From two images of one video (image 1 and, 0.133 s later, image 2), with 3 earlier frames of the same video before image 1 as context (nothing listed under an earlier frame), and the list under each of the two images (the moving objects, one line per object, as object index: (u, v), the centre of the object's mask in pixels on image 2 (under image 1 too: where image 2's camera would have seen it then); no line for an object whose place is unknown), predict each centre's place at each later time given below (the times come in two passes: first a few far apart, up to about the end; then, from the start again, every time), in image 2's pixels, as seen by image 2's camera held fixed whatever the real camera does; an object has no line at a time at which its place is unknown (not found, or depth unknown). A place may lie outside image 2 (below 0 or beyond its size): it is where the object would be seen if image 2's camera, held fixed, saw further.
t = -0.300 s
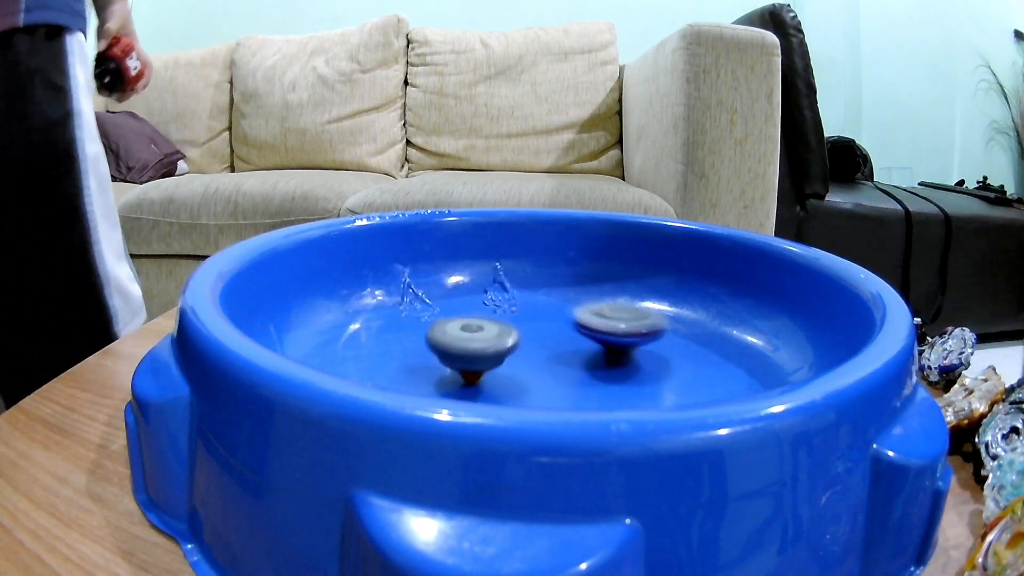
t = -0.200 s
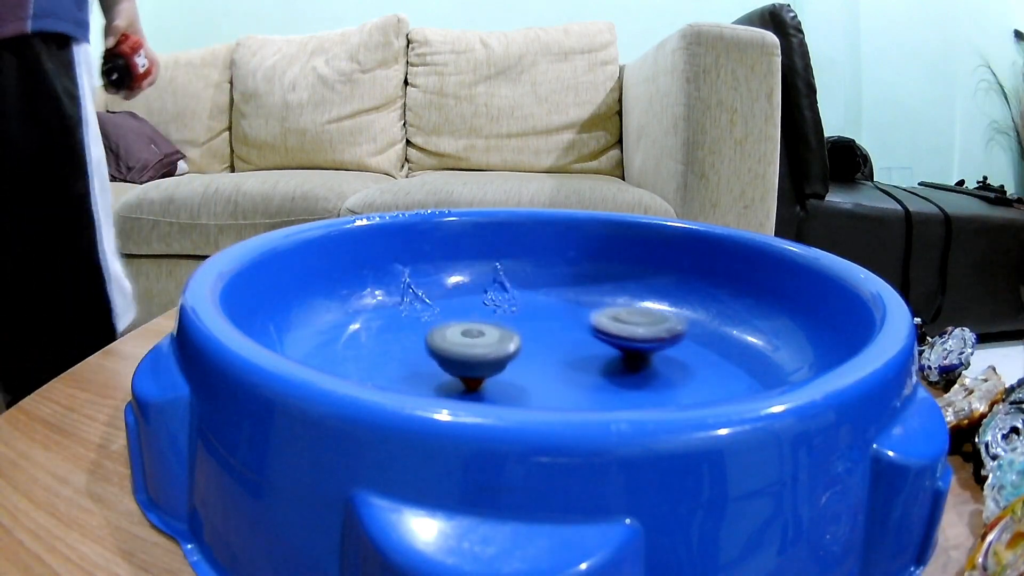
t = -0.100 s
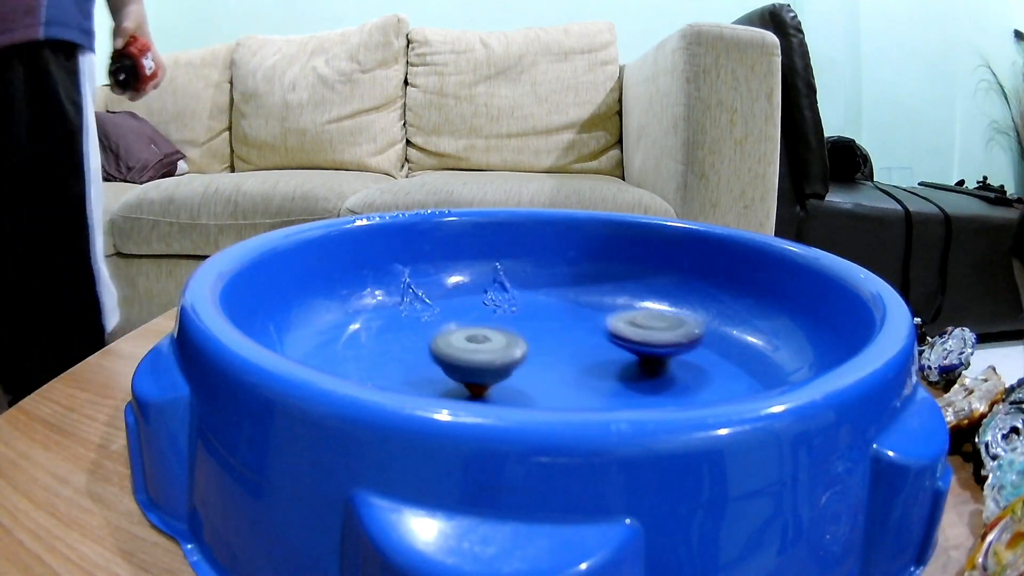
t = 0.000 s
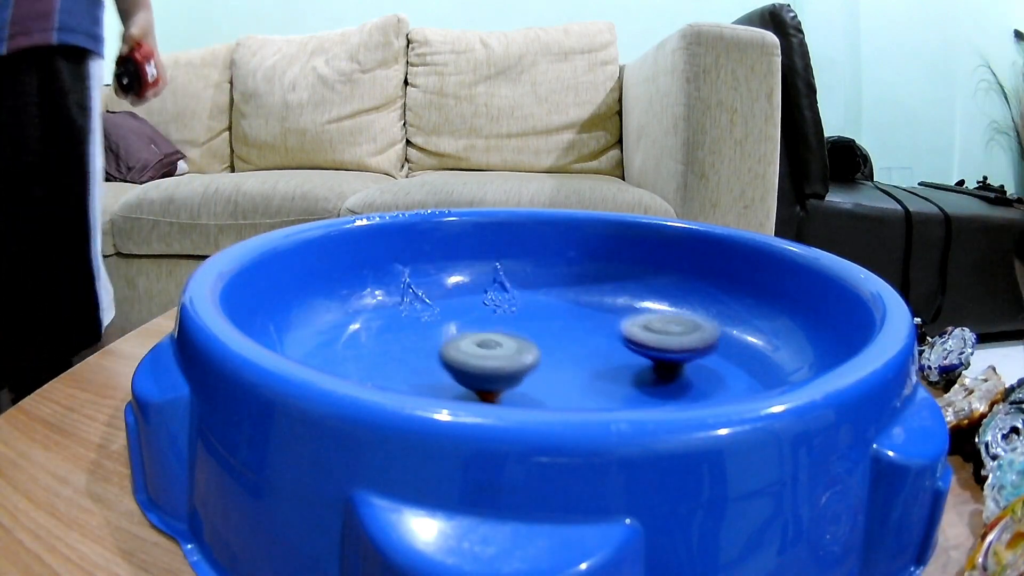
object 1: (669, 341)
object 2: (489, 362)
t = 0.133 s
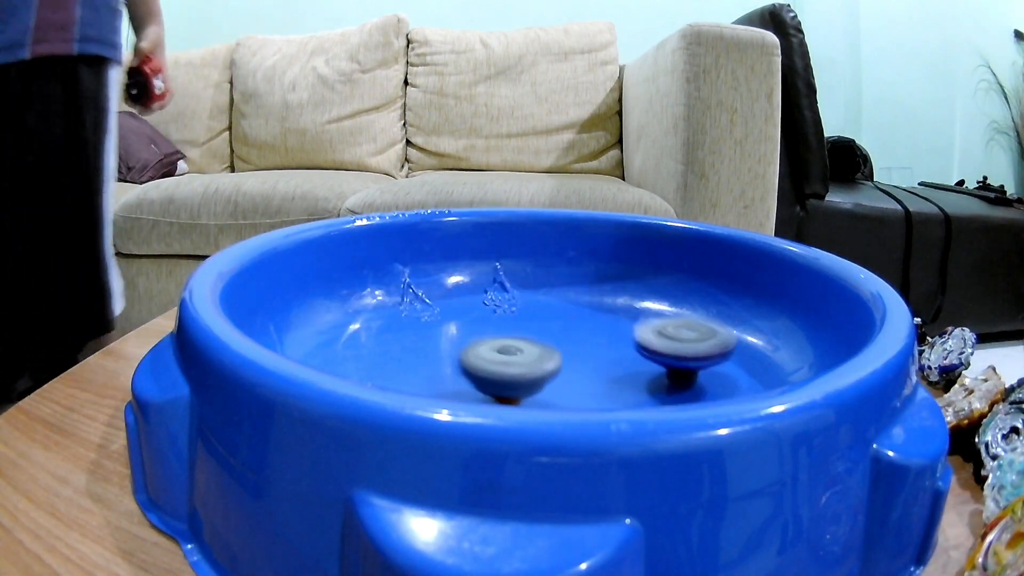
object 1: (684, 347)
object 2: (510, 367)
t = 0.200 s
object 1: (687, 350)
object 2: (522, 369)
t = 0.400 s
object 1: (678, 360)
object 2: (561, 371)
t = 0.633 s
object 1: (684, 366)
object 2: (526, 370)
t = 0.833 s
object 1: (655, 367)
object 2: (498, 362)
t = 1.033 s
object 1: (608, 367)
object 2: (483, 348)
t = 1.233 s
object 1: (555, 367)
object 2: (482, 334)
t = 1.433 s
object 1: (504, 369)
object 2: (501, 318)
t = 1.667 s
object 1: (459, 370)
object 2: (526, 319)
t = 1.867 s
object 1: (435, 370)
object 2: (546, 316)
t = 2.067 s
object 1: (436, 366)
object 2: (566, 317)
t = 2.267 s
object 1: (460, 360)
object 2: (582, 322)
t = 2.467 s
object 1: (480, 348)
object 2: (588, 331)
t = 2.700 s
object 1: (473, 331)
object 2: (611, 342)
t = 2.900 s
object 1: (445, 325)
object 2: (643, 353)
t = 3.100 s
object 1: (422, 324)
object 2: (659, 364)
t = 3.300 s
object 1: (414, 328)
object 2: (651, 374)
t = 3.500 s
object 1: (427, 335)
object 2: (615, 379)
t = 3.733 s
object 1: (464, 341)
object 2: (555, 378)
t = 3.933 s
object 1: (491, 329)
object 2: (522, 378)
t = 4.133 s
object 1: (493, 318)
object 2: (501, 375)
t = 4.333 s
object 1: (478, 307)
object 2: (492, 371)
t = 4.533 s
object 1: (466, 305)
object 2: (497, 363)
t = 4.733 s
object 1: (458, 310)
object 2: (512, 352)
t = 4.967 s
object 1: (453, 317)
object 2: (564, 349)
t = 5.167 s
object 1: (445, 321)
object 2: (623, 358)
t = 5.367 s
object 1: (453, 328)
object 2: (666, 370)
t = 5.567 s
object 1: (480, 334)
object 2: (684, 379)
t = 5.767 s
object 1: (513, 334)
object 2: (670, 388)
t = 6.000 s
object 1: (536, 324)
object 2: (615, 391)
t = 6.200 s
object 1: (535, 315)
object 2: (562, 384)
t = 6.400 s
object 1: (526, 308)
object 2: (528, 370)
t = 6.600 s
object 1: (515, 304)
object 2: (519, 347)
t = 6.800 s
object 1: (497, 303)
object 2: (538, 341)
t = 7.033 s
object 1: (489, 303)
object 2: (562, 362)
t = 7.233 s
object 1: (487, 306)
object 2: (570, 377)
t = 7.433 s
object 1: (495, 314)
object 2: (559, 384)
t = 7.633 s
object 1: (519, 322)
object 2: (536, 386)
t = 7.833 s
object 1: (549, 322)
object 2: (519, 382)
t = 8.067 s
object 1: (572, 314)
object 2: (519, 375)
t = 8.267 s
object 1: (579, 309)
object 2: (541, 364)
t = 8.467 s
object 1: (577, 307)
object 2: (571, 352)
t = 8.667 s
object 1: (568, 308)
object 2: (592, 360)
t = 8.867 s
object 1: (563, 315)
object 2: (600, 370)
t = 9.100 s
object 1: (566, 324)
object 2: (580, 377)
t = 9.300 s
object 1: (587, 332)
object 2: (552, 377)
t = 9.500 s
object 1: (613, 340)
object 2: (529, 369)
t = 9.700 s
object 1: (629, 338)
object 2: (523, 357)
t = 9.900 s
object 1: (628, 337)
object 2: (529, 345)
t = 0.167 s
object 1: (686, 349)
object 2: (516, 368)
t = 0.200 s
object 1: (687, 350)
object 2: (522, 369)
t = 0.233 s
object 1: (687, 353)
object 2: (528, 370)
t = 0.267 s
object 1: (688, 355)
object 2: (535, 371)
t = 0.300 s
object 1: (686, 356)
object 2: (541, 371)
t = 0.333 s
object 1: (685, 358)
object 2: (548, 371)
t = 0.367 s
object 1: (682, 359)
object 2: (554, 371)
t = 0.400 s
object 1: (678, 360)
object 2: (561, 371)
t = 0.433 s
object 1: (675, 362)
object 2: (566, 371)
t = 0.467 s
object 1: (678, 362)
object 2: (560, 372)
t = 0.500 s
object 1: (681, 363)
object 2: (551, 372)
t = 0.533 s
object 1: (683, 364)
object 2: (544, 371)
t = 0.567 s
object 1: (684, 364)
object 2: (538, 371)
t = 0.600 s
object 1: (685, 365)
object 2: (532, 371)
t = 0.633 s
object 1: (684, 366)
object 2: (526, 370)
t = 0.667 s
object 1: (682, 366)
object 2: (521, 370)
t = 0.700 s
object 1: (678, 367)
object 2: (515, 369)
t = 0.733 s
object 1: (673, 367)
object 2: (510, 367)
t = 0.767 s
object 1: (666, 367)
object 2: (506, 366)
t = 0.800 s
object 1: (660, 367)
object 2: (502, 364)
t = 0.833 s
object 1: (655, 367)
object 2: (498, 362)
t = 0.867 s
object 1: (647, 367)
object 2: (494, 359)
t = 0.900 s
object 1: (639, 367)
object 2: (491, 357)
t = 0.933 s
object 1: (633, 367)
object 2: (489, 355)
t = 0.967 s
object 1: (624, 366)
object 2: (486, 352)
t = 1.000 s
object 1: (615, 367)
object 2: (484, 350)
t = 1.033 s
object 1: (608, 367)
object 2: (483, 348)
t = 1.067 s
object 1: (599, 367)
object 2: (482, 346)
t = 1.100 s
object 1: (591, 367)
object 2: (482, 344)
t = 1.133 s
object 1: (581, 367)
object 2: (482, 342)
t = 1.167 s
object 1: (573, 367)
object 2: (482, 340)
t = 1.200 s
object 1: (564, 367)
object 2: (481, 337)
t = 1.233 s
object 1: (555, 367)
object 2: (482, 334)
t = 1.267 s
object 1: (545, 367)
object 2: (482, 330)
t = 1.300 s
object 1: (537, 368)
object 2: (484, 326)
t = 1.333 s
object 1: (529, 367)
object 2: (488, 322)
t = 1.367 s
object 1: (520, 368)
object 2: (492, 320)
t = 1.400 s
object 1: (512, 369)
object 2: (496, 319)
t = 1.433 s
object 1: (504, 369)
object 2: (501, 318)
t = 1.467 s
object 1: (497, 369)
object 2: (505, 318)
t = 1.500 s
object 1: (490, 369)
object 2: (509, 318)
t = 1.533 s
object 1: (482, 369)
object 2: (513, 318)
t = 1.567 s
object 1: (476, 369)
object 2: (517, 319)
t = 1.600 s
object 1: (470, 369)
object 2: (520, 319)
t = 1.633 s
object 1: (463, 370)
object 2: (523, 319)
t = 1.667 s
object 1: (459, 370)
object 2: (526, 319)
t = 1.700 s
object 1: (454, 370)
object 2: (529, 318)
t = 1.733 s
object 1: (450, 370)
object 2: (533, 317)
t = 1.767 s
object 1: (445, 370)
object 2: (536, 317)
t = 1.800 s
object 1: (442, 371)
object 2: (539, 316)
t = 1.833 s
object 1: (438, 371)
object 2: (543, 316)
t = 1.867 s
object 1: (435, 370)
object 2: (546, 316)
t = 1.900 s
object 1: (432, 370)
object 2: (549, 316)
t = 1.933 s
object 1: (431, 369)
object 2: (552, 316)
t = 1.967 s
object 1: (431, 369)
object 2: (555, 316)
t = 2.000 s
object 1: (431, 368)
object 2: (559, 316)
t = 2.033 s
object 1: (434, 367)
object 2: (563, 316)
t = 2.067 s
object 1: (436, 366)
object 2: (566, 317)
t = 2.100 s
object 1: (439, 366)
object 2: (569, 317)
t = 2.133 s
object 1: (444, 364)
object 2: (572, 318)
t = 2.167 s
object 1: (447, 364)
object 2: (575, 319)
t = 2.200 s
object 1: (451, 362)
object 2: (577, 320)
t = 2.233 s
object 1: (456, 361)
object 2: (580, 321)
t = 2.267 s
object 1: (460, 360)
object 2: (582, 322)
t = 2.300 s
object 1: (463, 358)
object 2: (584, 324)
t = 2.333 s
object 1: (467, 357)
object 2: (585, 325)
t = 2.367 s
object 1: (471, 355)
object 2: (586, 326)
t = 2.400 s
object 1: (474, 353)
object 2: (588, 328)
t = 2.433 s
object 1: (477, 350)
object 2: (588, 330)
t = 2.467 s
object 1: (480, 348)
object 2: (588, 331)
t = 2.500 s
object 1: (483, 346)
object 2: (589, 333)
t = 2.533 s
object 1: (486, 343)
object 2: (588, 335)
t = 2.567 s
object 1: (488, 341)
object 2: (588, 337)
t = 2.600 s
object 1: (488, 338)
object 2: (588, 338)
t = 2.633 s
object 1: (482, 335)
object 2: (597, 339)
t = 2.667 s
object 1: (477, 334)
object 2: (604, 341)
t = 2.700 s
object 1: (473, 331)
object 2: (611, 342)
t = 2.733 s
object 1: (469, 330)
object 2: (617, 344)
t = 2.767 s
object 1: (464, 328)
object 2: (623, 345)
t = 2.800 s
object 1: (460, 327)
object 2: (628, 347)
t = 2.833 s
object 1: (455, 326)
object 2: (633, 349)
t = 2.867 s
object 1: (450, 325)
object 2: (638, 351)
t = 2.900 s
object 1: (445, 325)
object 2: (643, 353)
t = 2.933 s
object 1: (441, 324)
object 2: (647, 354)
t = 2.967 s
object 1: (436, 324)
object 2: (650, 357)
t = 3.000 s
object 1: (432, 323)
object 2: (654, 358)
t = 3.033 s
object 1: (428, 323)
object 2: (656, 361)
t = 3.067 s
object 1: (425, 324)
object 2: (657, 363)
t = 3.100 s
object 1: (422, 324)
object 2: (659, 364)
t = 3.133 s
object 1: (419, 324)
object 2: (659, 366)
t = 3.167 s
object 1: (417, 325)
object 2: (659, 368)
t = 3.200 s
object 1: (416, 325)
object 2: (658, 369)
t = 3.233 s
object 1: (415, 326)
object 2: (656, 371)
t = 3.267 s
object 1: (414, 327)
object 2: (654, 372)
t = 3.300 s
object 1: (414, 328)
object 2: (651, 374)
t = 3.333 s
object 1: (414, 329)
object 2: (646, 375)
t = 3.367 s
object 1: (415, 330)
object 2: (641, 376)
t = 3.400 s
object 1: (418, 331)
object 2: (636, 377)
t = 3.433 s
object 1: (420, 333)
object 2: (629, 378)
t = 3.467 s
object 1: (424, 334)
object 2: (622, 378)
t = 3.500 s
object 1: (427, 335)
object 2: (615, 379)
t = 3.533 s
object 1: (432, 336)
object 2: (607, 379)
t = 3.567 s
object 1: (437, 337)
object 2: (598, 379)
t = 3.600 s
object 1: (441, 338)
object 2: (590, 379)
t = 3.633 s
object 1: (447, 340)
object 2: (581, 379)
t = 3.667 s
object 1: (453, 340)
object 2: (572, 379)
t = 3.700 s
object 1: (459, 341)
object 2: (564, 379)
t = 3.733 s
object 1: (464, 341)
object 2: (555, 378)
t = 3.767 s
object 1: (470, 342)
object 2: (546, 377)
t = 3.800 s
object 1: (475, 339)
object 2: (538, 376)
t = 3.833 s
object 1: (480, 337)
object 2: (533, 376)
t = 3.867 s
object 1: (483, 334)
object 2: (530, 377)
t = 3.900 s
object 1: (486, 331)
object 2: (526, 378)
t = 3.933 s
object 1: (491, 329)
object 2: (522, 378)
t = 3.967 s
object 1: (493, 327)
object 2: (518, 378)
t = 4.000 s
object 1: (493, 325)
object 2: (514, 378)
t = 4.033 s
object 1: (494, 324)
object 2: (511, 378)
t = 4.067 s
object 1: (495, 321)
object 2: (507, 377)
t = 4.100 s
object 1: (494, 319)
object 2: (504, 376)
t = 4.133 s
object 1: (493, 318)
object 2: (501, 375)
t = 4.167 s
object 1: (491, 316)
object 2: (499, 375)
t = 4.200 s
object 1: (489, 314)
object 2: (497, 374)
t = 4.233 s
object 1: (486, 312)
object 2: (495, 374)
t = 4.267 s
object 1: (484, 310)
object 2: (494, 373)
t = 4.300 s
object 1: (481, 309)
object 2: (492, 372)
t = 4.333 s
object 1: (478, 307)
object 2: (492, 371)
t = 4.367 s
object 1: (475, 306)
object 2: (492, 370)
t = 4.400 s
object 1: (473, 305)
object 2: (493, 369)
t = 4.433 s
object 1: (471, 305)
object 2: (493, 367)
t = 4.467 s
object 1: (468, 304)
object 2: (494, 366)
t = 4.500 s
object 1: (467, 305)
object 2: (495, 364)
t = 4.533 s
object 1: (466, 305)
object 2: (497, 363)
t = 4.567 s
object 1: (465, 305)
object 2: (499, 362)
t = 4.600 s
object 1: (463, 305)
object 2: (501, 360)
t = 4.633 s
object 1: (461, 306)
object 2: (504, 358)
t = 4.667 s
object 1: (460, 307)
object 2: (506, 356)
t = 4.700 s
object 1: (459, 308)
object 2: (509, 354)
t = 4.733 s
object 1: (458, 310)
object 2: (512, 352)
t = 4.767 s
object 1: (458, 311)
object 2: (514, 350)
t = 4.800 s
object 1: (457, 313)
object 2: (518, 348)
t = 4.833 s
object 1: (458, 315)
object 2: (522, 347)
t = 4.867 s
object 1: (459, 316)
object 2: (528, 345)
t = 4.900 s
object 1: (457, 317)
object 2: (542, 347)
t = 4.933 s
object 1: (456, 316)
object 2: (554, 348)
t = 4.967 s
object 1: (453, 317)
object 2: (564, 349)
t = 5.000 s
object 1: (450, 317)
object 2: (575, 350)
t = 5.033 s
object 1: (448, 318)
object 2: (585, 352)
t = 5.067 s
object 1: (447, 318)
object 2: (595, 353)
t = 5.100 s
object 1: (445, 319)
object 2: (605, 355)
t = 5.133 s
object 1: (445, 320)
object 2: (614, 356)
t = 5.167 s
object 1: (445, 321)
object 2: (623, 358)
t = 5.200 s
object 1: (445, 321)
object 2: (631, 359)
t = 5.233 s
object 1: (445, 323)
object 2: (640, 362)
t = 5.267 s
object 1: (447, 324)
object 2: (647, 364)
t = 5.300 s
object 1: (448, 326)
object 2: (654, 366)
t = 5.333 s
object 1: (451, 327)
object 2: (661, 367)
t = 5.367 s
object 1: (453, 328)
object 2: (666, 370)
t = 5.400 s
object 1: (458, 329)
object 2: (671, 371)
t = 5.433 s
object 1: (461, 331)
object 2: (675, 373)
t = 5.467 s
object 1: (465, 332)
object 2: (679, 375)
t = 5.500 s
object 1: (469, 333)
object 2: (682, 376)
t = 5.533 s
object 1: (475, 334)
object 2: (683, 377)
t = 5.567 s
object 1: (480, 334)
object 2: (684, 379)
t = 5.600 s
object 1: (486, 335)
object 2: (684, 380)
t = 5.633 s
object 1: (491, 335)
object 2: (684, 382)
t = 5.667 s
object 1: (497, 335)
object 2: (681, 383)
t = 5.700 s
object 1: (503, 335)
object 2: (679, 385)
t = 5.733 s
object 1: (508, 335)
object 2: (675, 386)
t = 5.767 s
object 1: (513, 334)
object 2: (670, 388)
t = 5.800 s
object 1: (518, 333)
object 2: (664, 389)
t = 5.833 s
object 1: (522, 332)
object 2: (657, 390)
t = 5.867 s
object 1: (526, 331)
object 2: (650, 390)
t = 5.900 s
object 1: (529, 329)
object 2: (642, 391)
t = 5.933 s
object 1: (531, 327)
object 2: (634, 391)
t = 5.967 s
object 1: (534, 326)
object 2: (625, 391)
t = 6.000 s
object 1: (536, 324)
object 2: (615, 391)
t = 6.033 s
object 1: (537, 323)
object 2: (605, 391)
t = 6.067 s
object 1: (538, 321)
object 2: (596, 390)
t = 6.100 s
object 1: (538, 320)
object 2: (588, 389)
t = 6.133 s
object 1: (537, 318)
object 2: (578, 388)
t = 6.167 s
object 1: (537, 317)
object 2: (570, 386)
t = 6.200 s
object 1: (535, 315)
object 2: (562, 384)
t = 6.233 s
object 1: (535, 314)
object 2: (555, 382)
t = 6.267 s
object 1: (533, 313)
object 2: (548, 381)
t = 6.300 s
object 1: (531, 312)
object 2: (541, 378)
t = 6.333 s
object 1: (529, 310)
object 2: (536, 376)
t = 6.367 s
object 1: (527, 309)
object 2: (532, 373)
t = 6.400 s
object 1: (526, 308)
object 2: (528, 370)
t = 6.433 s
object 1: (523, 307)
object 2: (525, 367)
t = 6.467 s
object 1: (522, 307)
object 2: (523, 364)
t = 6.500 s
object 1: (519, 306)
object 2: (521, 360)
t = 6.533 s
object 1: (518, 305)
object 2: (519, 356)
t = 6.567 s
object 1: (516, 304)
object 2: (519, 352)
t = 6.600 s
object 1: (515, 304)
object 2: (519, 347)
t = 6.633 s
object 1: (511, 303)
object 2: (520, 346)
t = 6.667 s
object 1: (506, 302)
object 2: (523, 345)
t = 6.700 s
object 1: (505, 302)
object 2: (526, 344)
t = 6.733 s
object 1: (504, 302)
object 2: (530, 343)
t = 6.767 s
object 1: (502, 302)
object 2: (534, 342)
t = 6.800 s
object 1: (497, 303)
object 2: (538, 341)
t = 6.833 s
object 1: (496, 304)
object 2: (541, 343)
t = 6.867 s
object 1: (495, 305)
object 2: (545, 347)
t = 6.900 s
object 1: (494, 305)
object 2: (548, 350)
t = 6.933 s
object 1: (493, 305)
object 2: (552, 353)
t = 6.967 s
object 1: (491, 304)
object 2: (556, 356)
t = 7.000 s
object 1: (489, 304)
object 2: (559, 359)
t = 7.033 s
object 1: (489, 303)
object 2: (562, 362)
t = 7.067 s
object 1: (488, 303)
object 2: (564, 365)
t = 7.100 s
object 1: (488, 303)
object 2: (566, 368)
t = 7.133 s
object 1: (488, 304)
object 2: (568, 370)
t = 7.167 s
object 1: (487, 304)
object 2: (569, 372)
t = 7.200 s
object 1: (487, 305)
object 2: (570, 375)
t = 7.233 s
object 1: (487, 306)
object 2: (570, 377)
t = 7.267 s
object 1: (487, 307)
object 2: (569, 378)
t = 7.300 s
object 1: (488, 308)
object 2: (568, 380)
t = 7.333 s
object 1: (489, 309)
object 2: (567, 382)
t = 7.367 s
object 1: (490, 311)
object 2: (565, 383)
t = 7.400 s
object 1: (493, 313)
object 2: (562, 384)
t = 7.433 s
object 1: (495, 314)
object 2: (559, 384)
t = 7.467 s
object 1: (498, 316)
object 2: (556, 385)
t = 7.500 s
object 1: (501, 318)
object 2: (552, 386)
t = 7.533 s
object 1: (505, 319)
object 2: (548, 386)
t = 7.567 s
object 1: (509, 319)
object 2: (544, 386)
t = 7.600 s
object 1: (513, 321)
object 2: (540, 386)
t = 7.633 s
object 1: (519, 322)
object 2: (536, 386)
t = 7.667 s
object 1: (524, 322)
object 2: (533, 386)
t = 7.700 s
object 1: (530, 322)
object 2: (529, 385)
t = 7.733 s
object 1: (535, 322)
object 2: (526, 385)
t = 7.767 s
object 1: (540, 323)
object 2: (524, 384)
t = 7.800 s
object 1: (544, 322)
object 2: (521, 383)
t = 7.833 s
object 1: (549, 322)
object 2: (519, 382)
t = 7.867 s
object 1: (554, 321)
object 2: (517, 381)
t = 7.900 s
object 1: (558, 320)
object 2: (516, 380)
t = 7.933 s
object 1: (562, 319)
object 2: (515, 380)
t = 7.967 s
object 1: (565, 317)
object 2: (515, 379)
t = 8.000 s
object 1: (568, 316)
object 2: (516, 377)
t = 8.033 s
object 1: (570, 315)
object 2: (517, 376)
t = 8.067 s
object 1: (572, 314)
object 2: (519, 375)
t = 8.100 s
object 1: (574, 313)
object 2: (521, 374)
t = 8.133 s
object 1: (576, 313)
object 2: (524, 372)
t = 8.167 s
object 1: (577, 312)
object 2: (528, 370)
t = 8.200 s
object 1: (578, 311)
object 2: (532, 368)
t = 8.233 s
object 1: (579, 311)
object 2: (536, 366)
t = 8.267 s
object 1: (579, 309)
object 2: (541, 364)
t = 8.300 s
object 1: (579, 309)
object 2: (545, 363)
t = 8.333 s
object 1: (579, 308)
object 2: (550, 360)
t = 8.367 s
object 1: (578, 307)
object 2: (555, 358)
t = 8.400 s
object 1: (579, 307)
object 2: (560, 356)
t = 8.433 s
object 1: (578, 307)
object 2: (565, 353)
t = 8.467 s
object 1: (577, 307)
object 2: (571, 352)
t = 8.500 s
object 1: (576, 308)
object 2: (576, 351)
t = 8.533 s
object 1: (573, 307)
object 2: (579, 352)
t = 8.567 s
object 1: (571, 307)
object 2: (581, 355)
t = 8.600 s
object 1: (569, 308)
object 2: (585, 356)
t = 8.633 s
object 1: (568, 308)
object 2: (588, 358)
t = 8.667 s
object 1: (568, 308)
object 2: (592, 360)
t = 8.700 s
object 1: (567, 310)
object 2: (595, 362)
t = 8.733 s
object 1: (567, 310)
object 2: (597, 364)
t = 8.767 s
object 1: (566, 312)
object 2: (598, 366)
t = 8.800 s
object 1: (565, 313)
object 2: (600, 367)
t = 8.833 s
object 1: (563, 314)
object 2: (600, 369)
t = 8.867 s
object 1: (563, 315)
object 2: (600, 370)
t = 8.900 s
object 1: (561, 316)
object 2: (599, 372)
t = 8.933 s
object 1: (561, 317)
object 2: (597, 373)
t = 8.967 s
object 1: (562, 318)
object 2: (595, 374)
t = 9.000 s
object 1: (562, 320)
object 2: (592, 375)
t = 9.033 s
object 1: (563, 322)
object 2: (588, 376)
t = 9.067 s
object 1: (564, 323)
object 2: (584, 377)
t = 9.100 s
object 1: (566, 324)
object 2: (580, 377)
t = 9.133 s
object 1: (568, 325)
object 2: (575, 378)
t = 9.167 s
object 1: (572, 327)
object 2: (571, 378)
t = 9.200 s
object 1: (576, 329)
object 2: (567, 378)
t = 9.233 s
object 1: (579, 330)
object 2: (561, 378)
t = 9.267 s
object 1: (583, 331)
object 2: (556, 377)
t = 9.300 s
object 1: (587, 332)
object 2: (552, 377)
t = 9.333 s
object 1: (592, 333)
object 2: (547, 376)
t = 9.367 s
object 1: (597, 336)
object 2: (543, 375)
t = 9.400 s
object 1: (602, 338)
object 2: (539, 374)
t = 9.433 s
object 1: (605, 340)
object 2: (535, 372)
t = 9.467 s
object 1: (609, 341)
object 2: (533, 371)
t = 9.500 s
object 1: (613, 340)
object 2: (529, 369)
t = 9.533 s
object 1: (618, 339)
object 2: (526, 368)
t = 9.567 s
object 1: (621, 339)
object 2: (524, 366)
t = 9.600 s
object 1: (624, 339)
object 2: (523, 364)
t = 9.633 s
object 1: (627, 339)
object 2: (523, 363)
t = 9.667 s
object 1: (628, 338)
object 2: (523, 360)
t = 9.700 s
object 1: (629, 338)
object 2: (523, 357)
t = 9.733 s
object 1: (629, 338)
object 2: (524, 355)
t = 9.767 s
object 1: (629, 337)
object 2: (524, 353)
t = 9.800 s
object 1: (629, 337)
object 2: (526, 351)
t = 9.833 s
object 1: (627, 337)
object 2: (529, 348)
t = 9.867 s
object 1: (626, 337)
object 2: (531, 347)
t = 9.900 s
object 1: (628, 337)
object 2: (529, 345)
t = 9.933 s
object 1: (632, 337)
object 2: (521, 344)
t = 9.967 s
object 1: (635, 336)
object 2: (519, 343)
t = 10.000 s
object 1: (637, 335)
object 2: (517, 342)
